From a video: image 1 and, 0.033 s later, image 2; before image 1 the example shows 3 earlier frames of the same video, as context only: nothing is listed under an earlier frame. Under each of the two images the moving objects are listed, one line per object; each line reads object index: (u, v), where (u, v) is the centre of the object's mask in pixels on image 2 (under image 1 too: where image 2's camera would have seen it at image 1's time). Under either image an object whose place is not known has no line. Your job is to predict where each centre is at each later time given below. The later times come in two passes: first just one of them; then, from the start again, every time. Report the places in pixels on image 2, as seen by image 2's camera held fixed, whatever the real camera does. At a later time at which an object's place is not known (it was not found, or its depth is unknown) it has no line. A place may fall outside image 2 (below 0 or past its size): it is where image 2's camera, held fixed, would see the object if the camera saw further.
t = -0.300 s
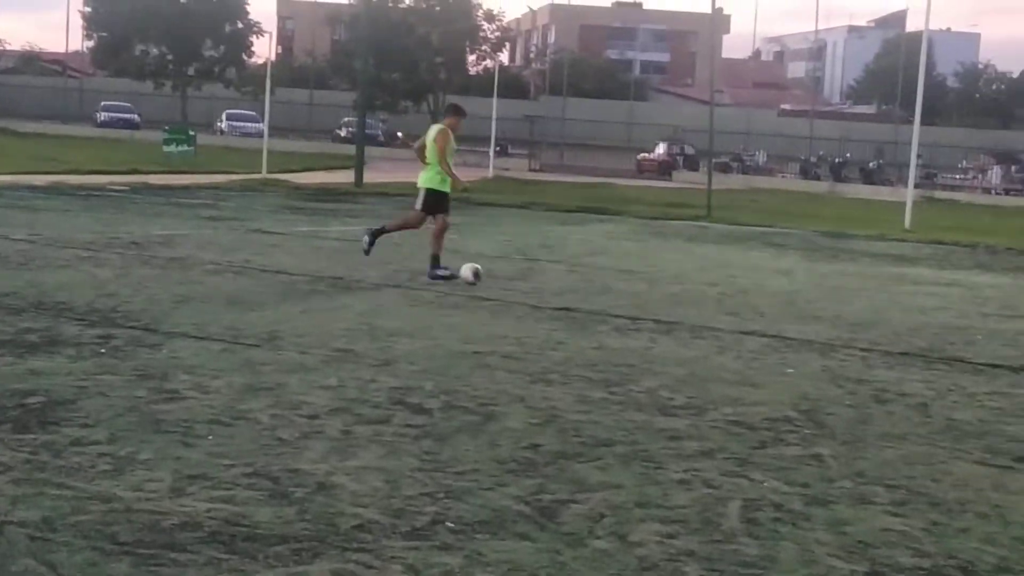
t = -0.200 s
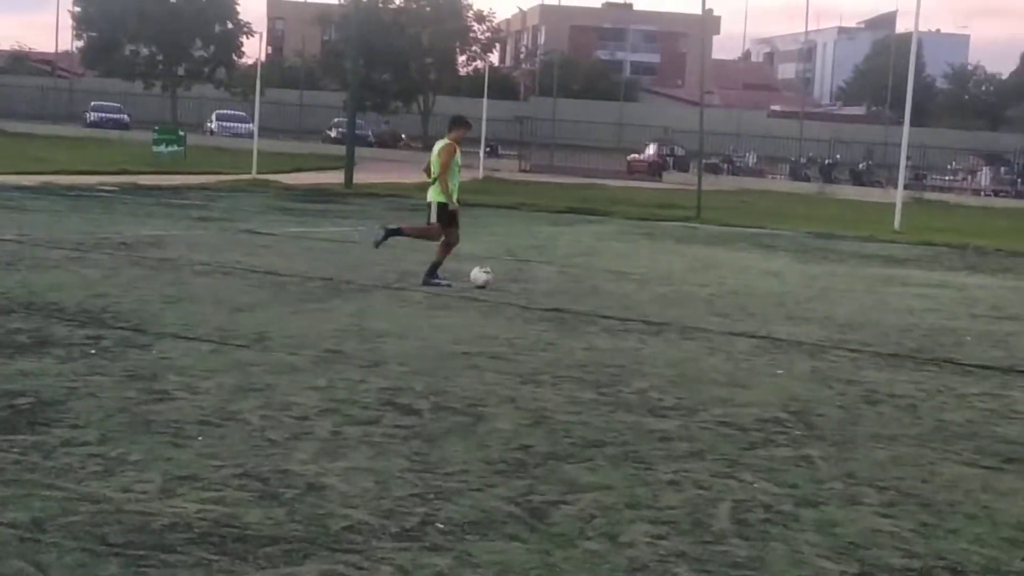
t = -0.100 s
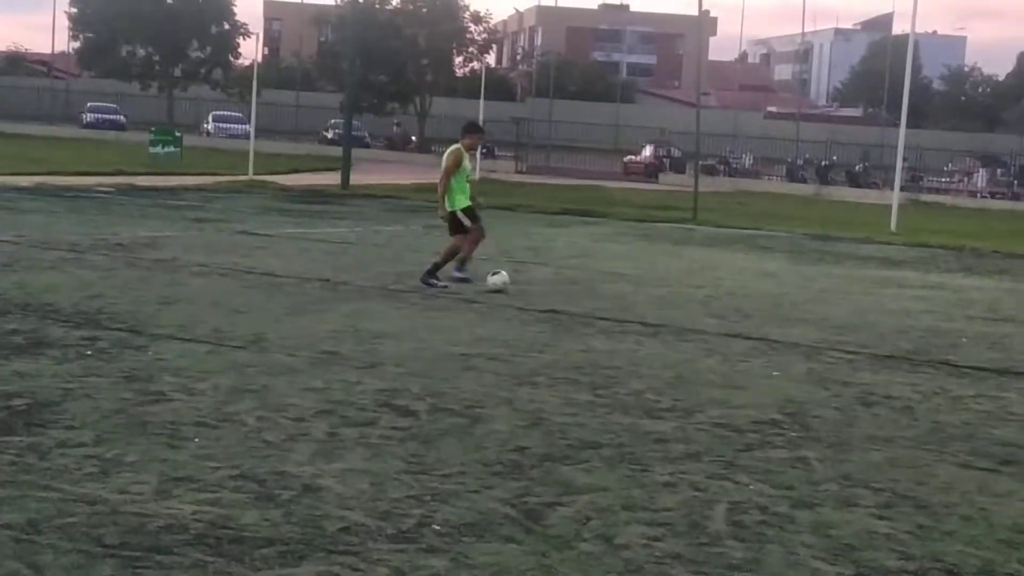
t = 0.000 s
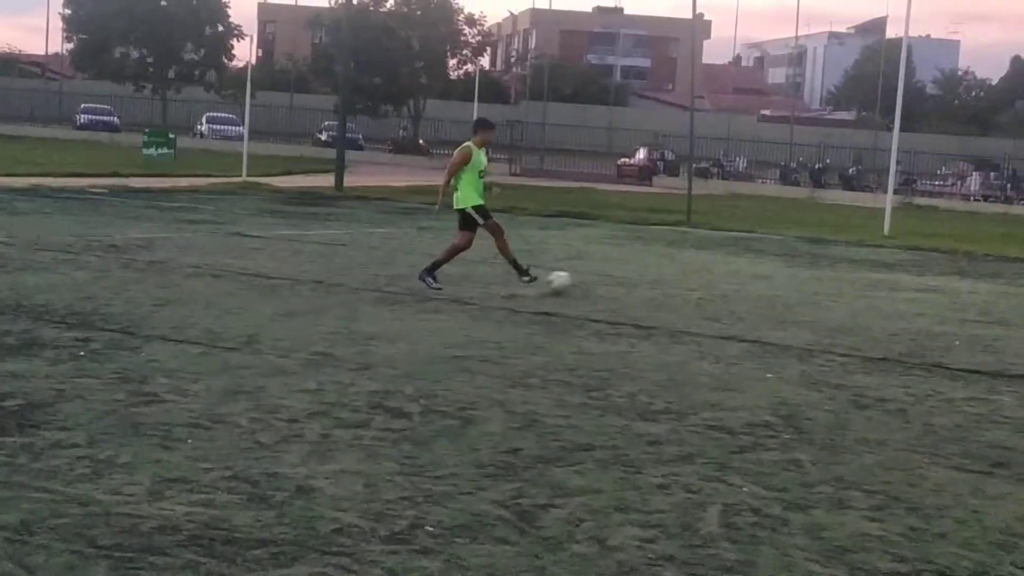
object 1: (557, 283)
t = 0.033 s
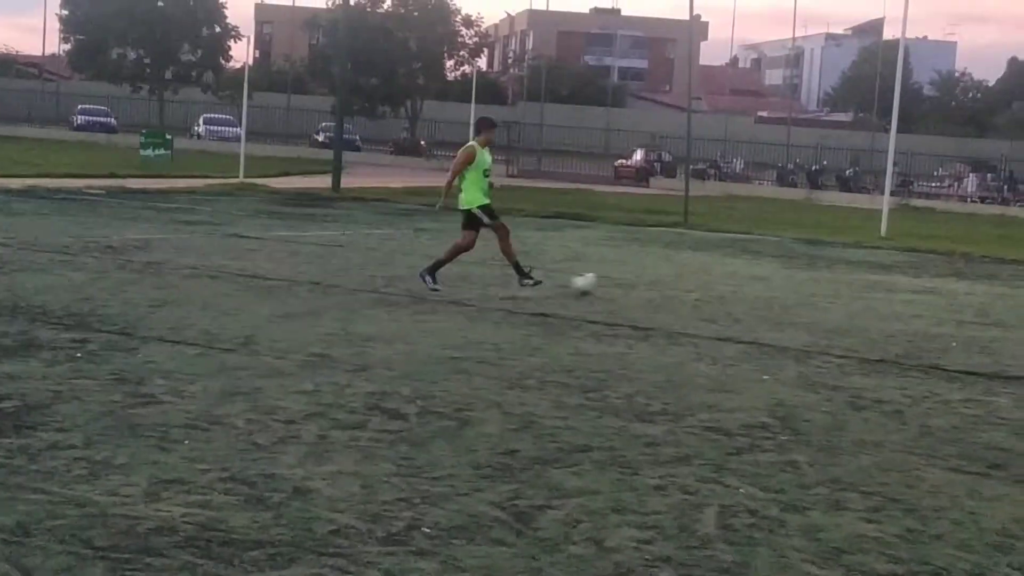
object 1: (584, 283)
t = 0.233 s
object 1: (727, 280)
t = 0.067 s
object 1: (611, 282)
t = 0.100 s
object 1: (636, 283)
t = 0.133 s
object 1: (661, 282)
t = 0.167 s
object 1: (685, 281)
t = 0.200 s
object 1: (705, 279)
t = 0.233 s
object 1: (727, 280)
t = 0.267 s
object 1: (747, 281)
